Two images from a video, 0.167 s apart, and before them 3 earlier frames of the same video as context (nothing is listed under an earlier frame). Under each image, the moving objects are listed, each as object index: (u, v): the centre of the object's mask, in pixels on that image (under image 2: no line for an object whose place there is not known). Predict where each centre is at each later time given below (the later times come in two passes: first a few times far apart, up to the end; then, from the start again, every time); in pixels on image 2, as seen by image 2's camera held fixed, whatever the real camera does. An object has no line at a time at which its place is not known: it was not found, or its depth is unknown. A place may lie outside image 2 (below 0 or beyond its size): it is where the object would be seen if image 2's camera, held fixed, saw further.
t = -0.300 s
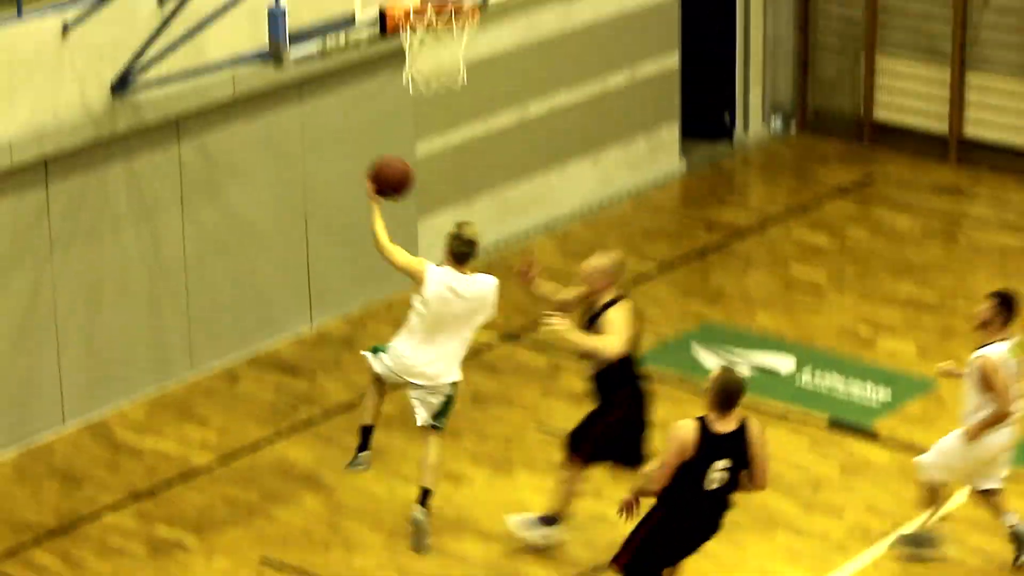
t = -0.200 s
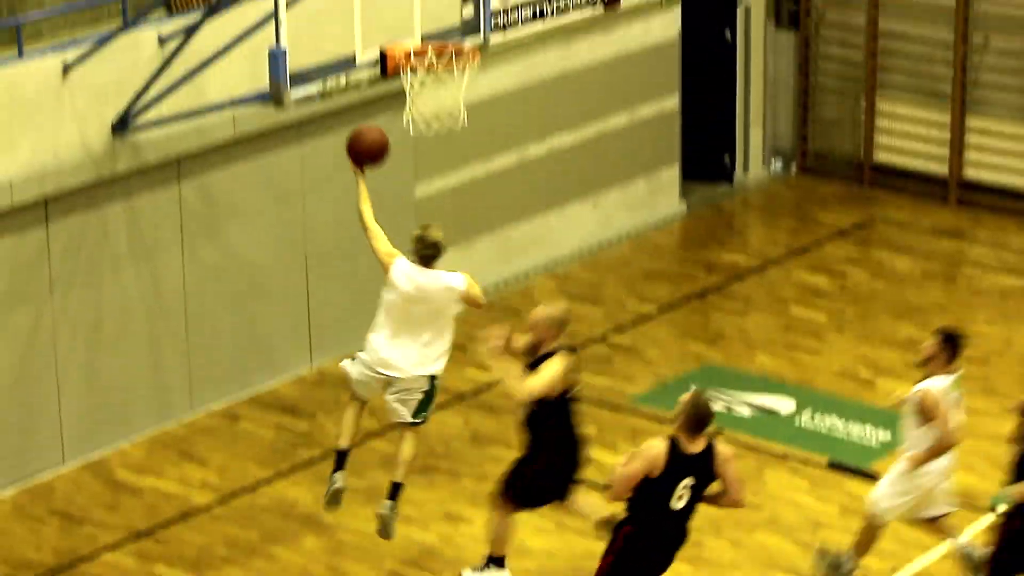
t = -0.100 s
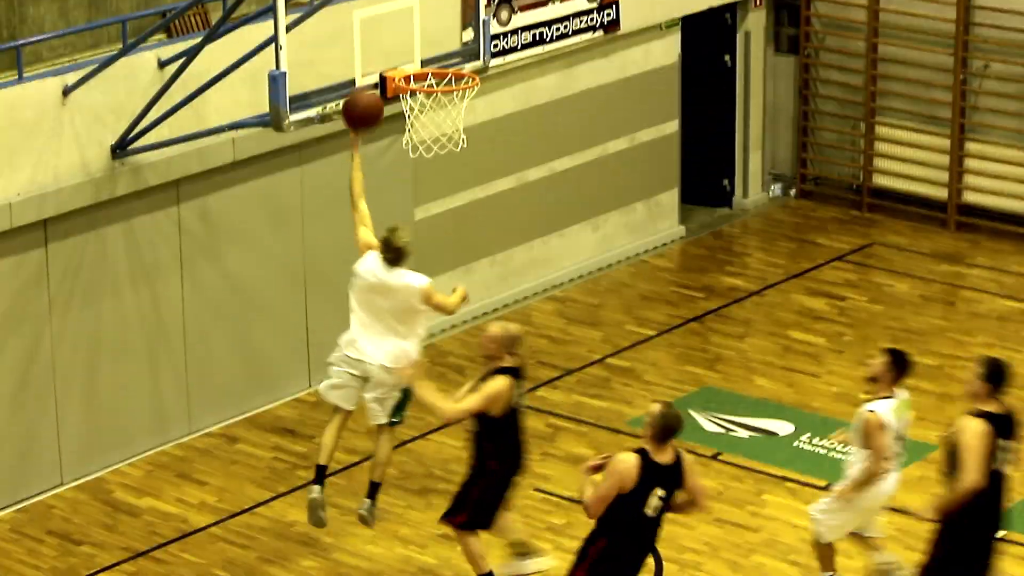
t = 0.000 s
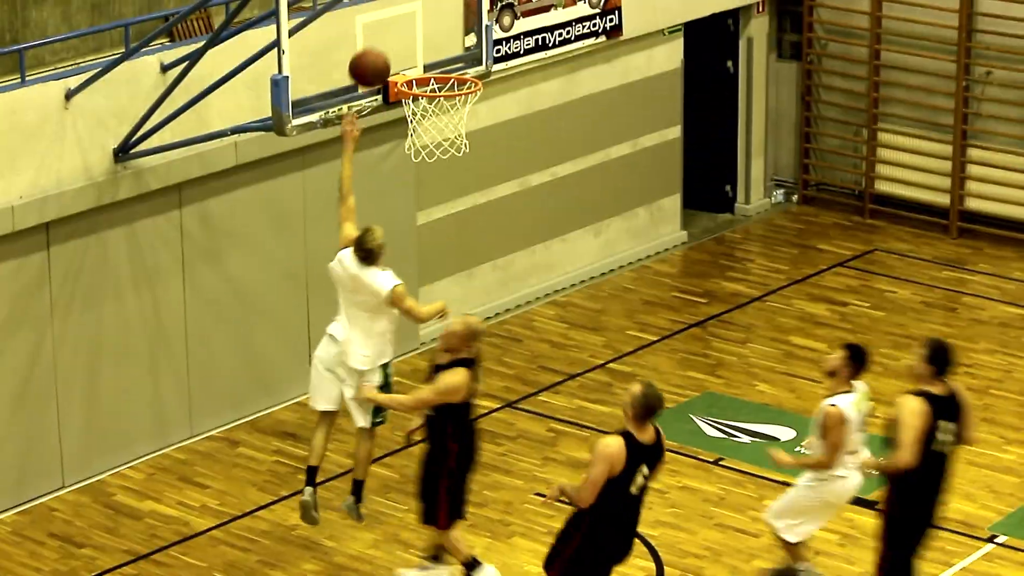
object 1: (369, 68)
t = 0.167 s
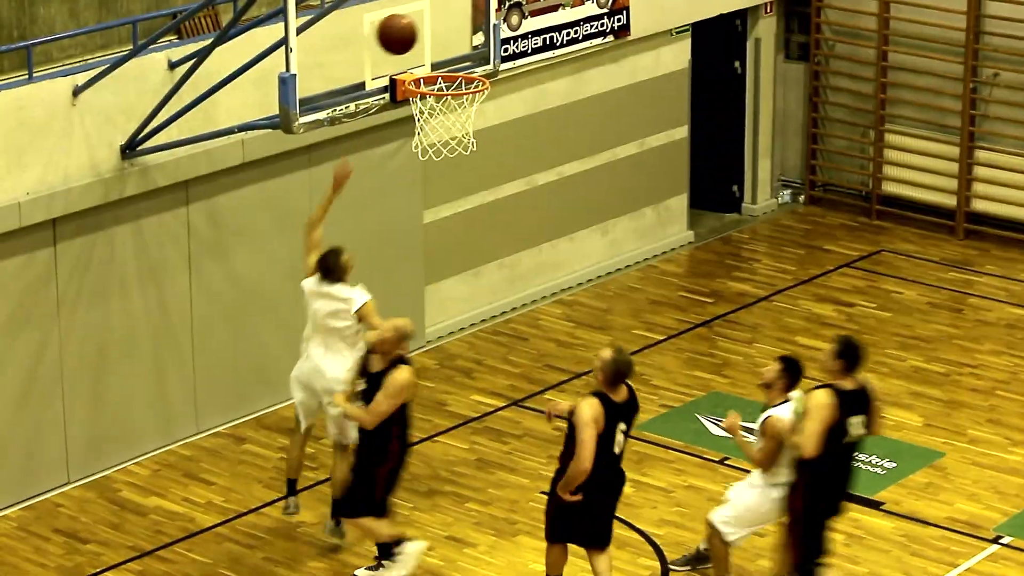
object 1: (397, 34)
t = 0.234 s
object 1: (410, 35)
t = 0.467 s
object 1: (456, 95)
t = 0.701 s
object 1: (483, 185)
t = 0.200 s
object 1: (404, 34)
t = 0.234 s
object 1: (410, 35)
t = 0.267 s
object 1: (417, 38)
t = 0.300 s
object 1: (423, 43)
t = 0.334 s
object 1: (431, 50)
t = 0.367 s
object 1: (438, 58)
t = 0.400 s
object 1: (444, 69)
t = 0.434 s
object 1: (452, 78)
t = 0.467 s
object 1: (456, 95)
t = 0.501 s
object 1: (464, 112)
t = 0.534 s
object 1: (469, 123)
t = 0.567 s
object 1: (469, 136)
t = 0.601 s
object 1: (475, 146)
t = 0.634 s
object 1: (478, 156)
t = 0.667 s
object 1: (481, 169)
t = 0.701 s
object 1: (483, 185)
